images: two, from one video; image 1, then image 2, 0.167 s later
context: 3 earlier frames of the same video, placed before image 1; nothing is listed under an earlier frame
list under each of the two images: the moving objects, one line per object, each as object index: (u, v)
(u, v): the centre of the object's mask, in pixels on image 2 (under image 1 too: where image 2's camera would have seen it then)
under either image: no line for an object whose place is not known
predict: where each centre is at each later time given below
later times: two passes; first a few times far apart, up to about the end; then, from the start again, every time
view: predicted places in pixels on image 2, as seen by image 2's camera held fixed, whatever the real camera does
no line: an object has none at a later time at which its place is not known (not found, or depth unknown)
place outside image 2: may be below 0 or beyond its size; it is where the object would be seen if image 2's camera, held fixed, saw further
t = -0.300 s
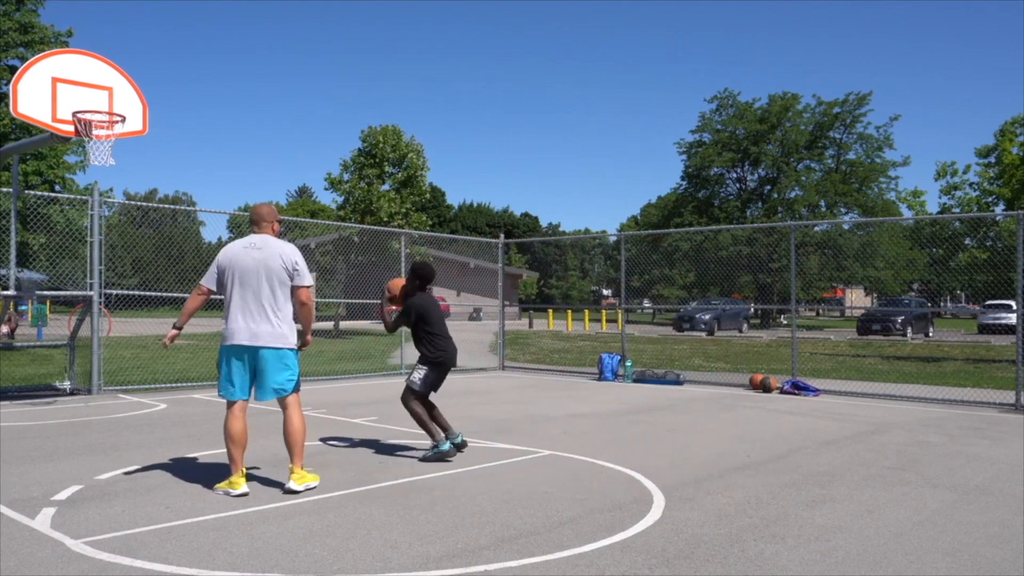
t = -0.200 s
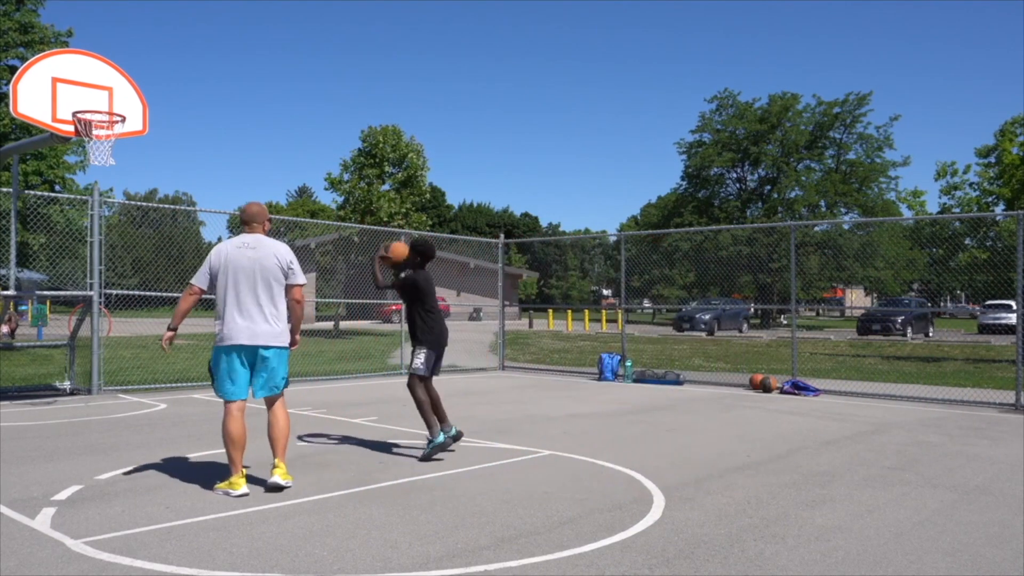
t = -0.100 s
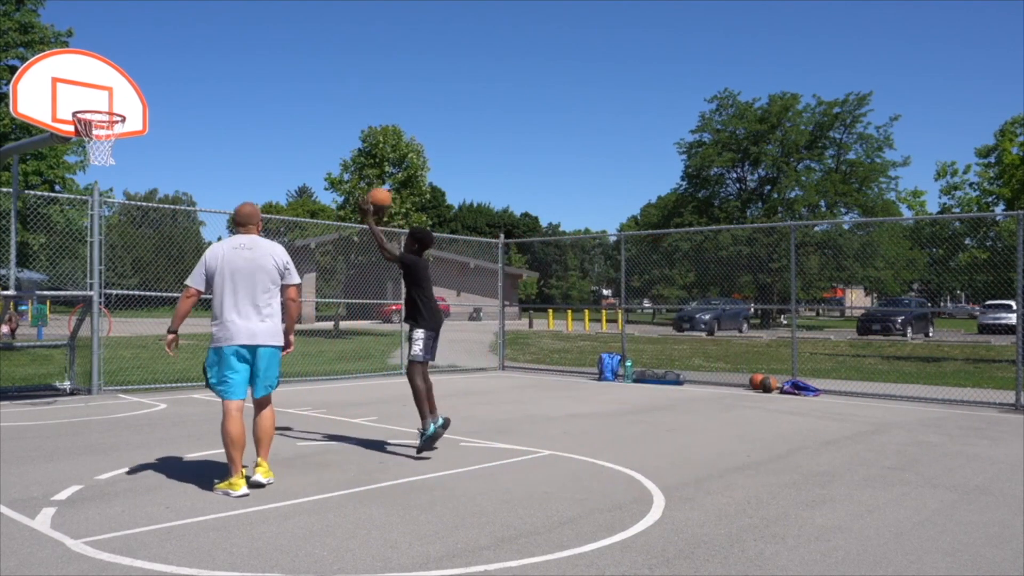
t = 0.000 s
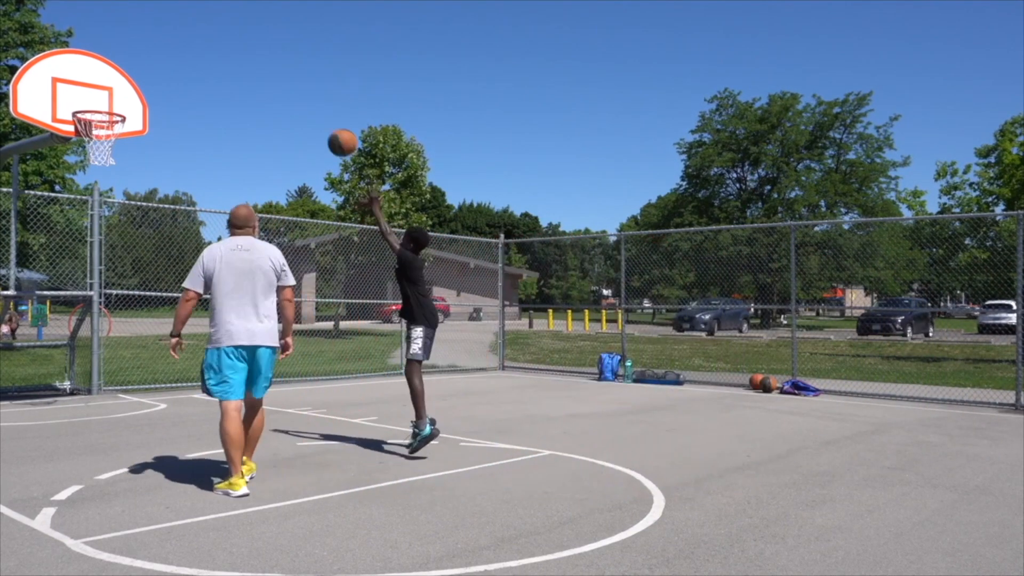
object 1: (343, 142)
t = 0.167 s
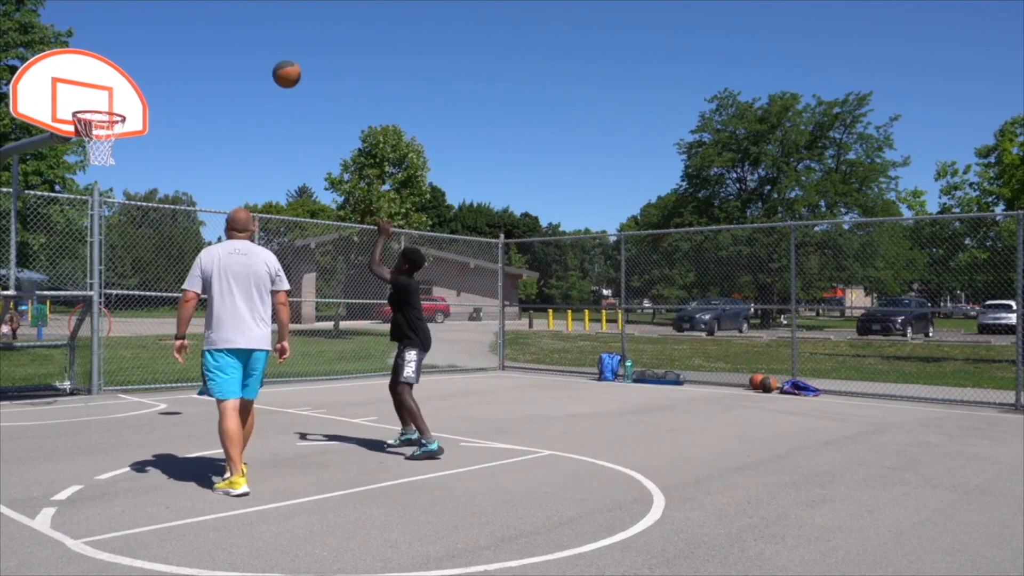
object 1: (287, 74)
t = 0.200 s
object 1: (276, 64)
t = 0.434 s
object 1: (206, 33)
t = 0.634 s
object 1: (149, 53)
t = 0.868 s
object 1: (93, 123)
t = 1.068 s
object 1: (116, 138)
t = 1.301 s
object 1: (115, 157)
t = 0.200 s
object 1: (276, 64)
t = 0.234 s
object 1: (265, 56)
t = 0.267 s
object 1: (255, 49)
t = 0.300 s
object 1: (245, 44)
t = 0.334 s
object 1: (235, 39)
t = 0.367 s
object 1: (225, 36)
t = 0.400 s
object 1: (215, 34)
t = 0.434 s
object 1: (206, 33)
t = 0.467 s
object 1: (196, 34)
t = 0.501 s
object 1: (186, 36)
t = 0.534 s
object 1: (177, 39)
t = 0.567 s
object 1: (168, 43)
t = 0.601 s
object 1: (158, 47)
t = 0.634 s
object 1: (149, 53)
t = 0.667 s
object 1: (139, 60)
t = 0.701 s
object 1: (130, 68)
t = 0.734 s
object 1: (122, 78)
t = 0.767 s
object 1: (113, 88)
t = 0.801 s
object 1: (104, 99)
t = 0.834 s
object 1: (96, 111)
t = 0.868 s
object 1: (93, 123)
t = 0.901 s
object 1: (100, 129)
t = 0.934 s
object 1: (105, 138)
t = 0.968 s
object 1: (112, 143)
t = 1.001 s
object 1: (115, 142)
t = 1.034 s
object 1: (116, 139)
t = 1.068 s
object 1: (116, 138)
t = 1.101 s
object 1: (116, 137)
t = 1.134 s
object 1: (116, 137)
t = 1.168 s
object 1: (116, 138)
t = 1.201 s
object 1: (115, 142)
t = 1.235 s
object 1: (115, 145)
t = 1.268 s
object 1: (115, 152)
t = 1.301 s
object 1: (115, 157)
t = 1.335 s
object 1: (114, 164)
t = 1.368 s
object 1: (114, 171)
